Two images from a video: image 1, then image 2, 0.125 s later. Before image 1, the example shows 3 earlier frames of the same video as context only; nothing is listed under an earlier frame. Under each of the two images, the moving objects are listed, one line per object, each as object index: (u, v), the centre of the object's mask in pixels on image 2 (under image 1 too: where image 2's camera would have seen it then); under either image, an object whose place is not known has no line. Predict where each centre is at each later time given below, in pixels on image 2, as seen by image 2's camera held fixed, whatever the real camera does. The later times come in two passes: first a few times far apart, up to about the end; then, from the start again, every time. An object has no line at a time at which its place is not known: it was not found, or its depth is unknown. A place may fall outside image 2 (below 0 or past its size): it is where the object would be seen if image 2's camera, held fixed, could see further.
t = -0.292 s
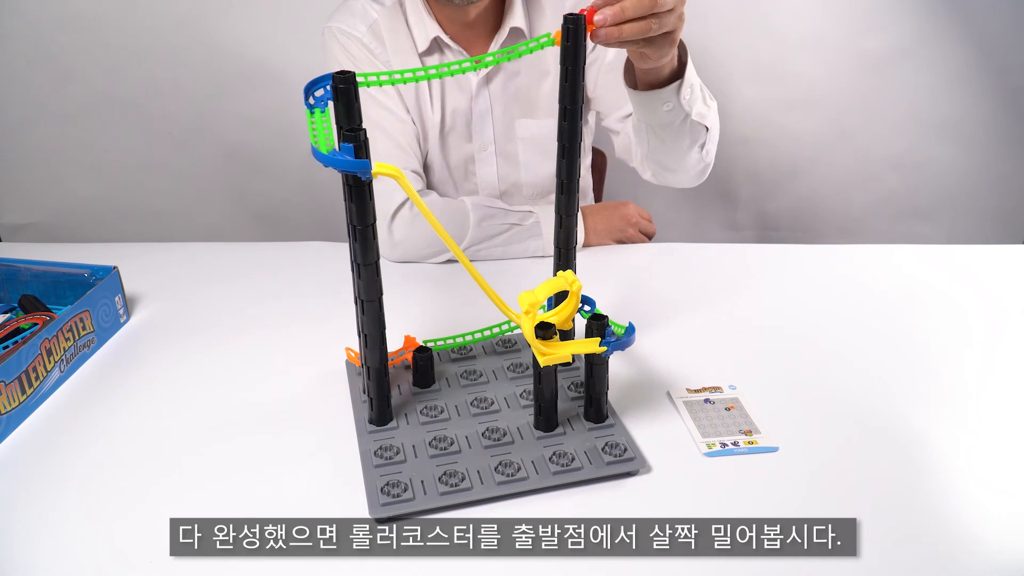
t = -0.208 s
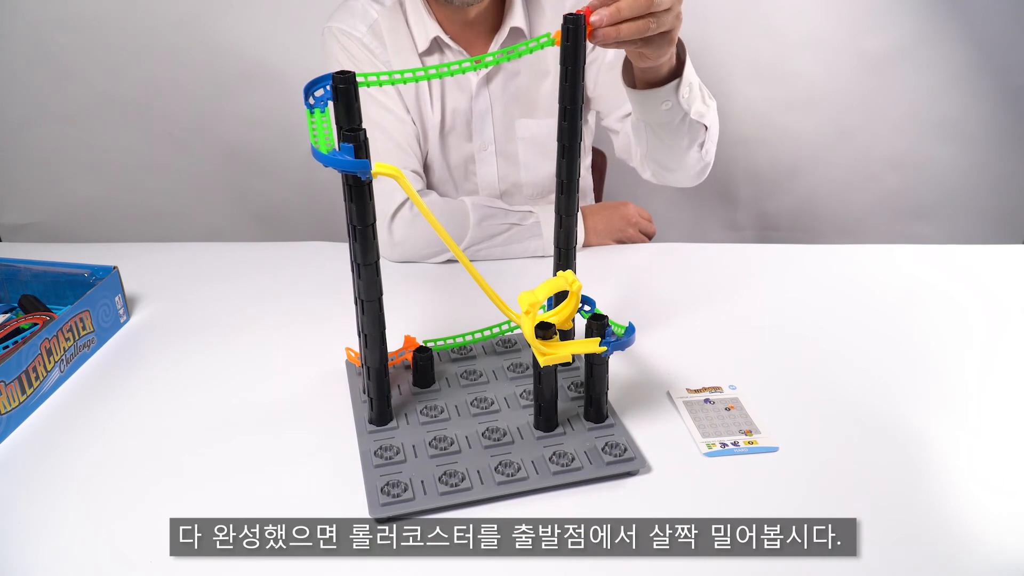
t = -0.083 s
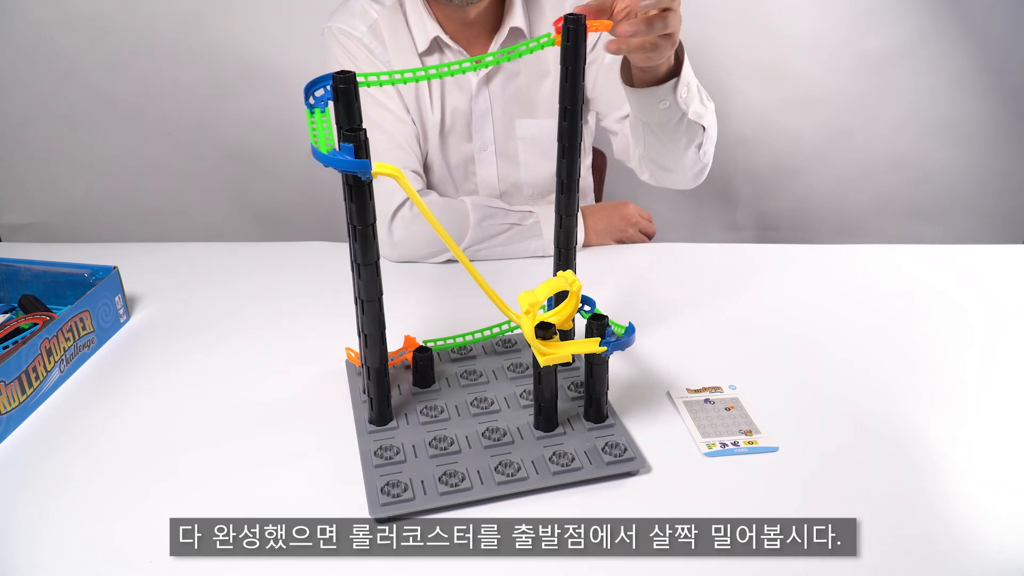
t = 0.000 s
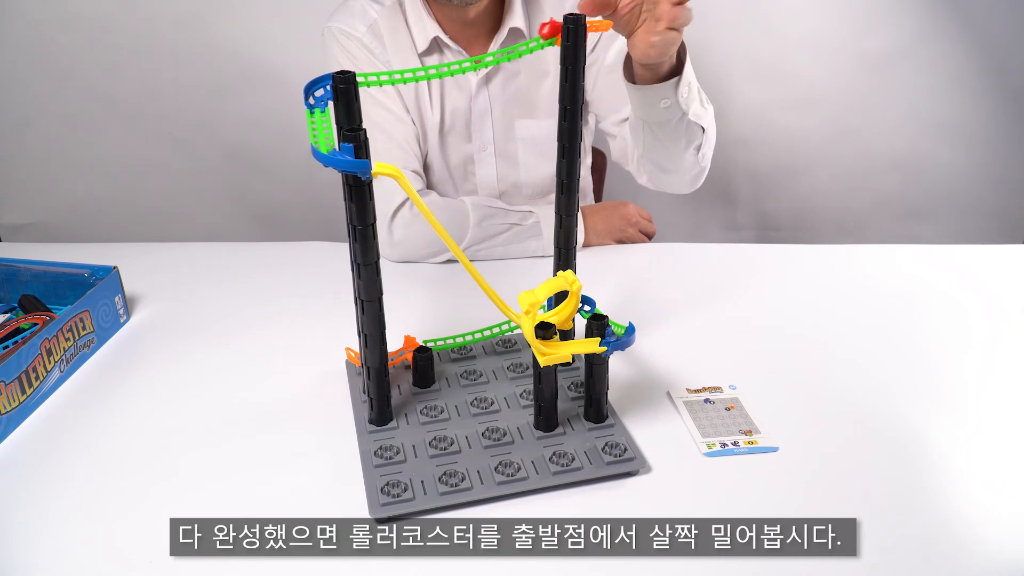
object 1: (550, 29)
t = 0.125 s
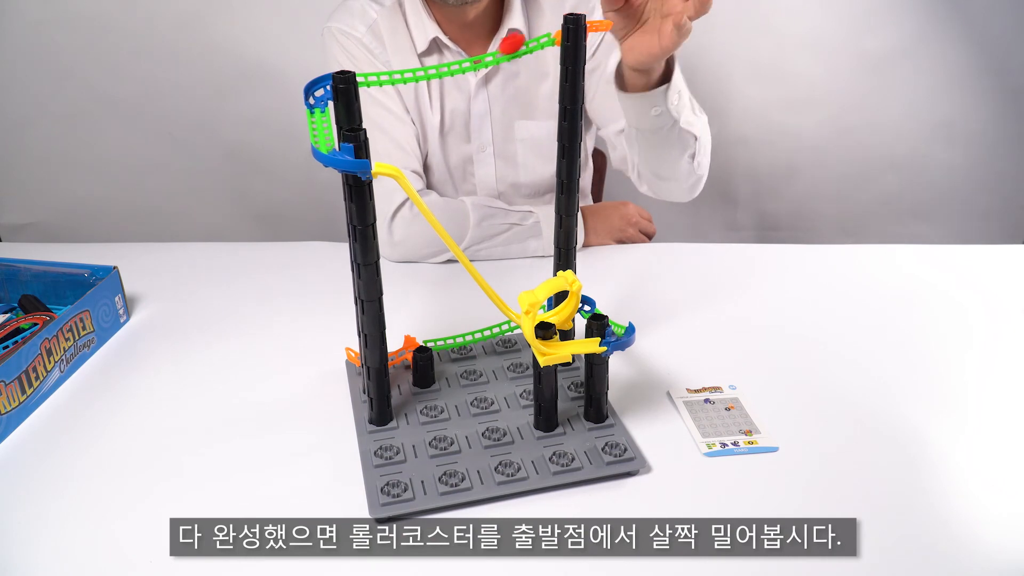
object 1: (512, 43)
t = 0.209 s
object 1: (479, 54)
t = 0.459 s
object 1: (358, 70)
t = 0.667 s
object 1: (316, 96)
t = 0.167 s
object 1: (497, 48)
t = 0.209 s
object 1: (479, 54)
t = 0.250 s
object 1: (459, 58)
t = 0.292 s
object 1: (438, 63)
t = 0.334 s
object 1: (418, 66)
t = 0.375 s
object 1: (396, 69)
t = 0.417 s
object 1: (376, 71)
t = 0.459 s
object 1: (358, 70)
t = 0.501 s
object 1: (333, 72)
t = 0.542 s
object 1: (323, 80)
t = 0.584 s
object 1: (318, 86)
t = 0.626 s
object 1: (316, 92)
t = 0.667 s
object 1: (316, 96)
